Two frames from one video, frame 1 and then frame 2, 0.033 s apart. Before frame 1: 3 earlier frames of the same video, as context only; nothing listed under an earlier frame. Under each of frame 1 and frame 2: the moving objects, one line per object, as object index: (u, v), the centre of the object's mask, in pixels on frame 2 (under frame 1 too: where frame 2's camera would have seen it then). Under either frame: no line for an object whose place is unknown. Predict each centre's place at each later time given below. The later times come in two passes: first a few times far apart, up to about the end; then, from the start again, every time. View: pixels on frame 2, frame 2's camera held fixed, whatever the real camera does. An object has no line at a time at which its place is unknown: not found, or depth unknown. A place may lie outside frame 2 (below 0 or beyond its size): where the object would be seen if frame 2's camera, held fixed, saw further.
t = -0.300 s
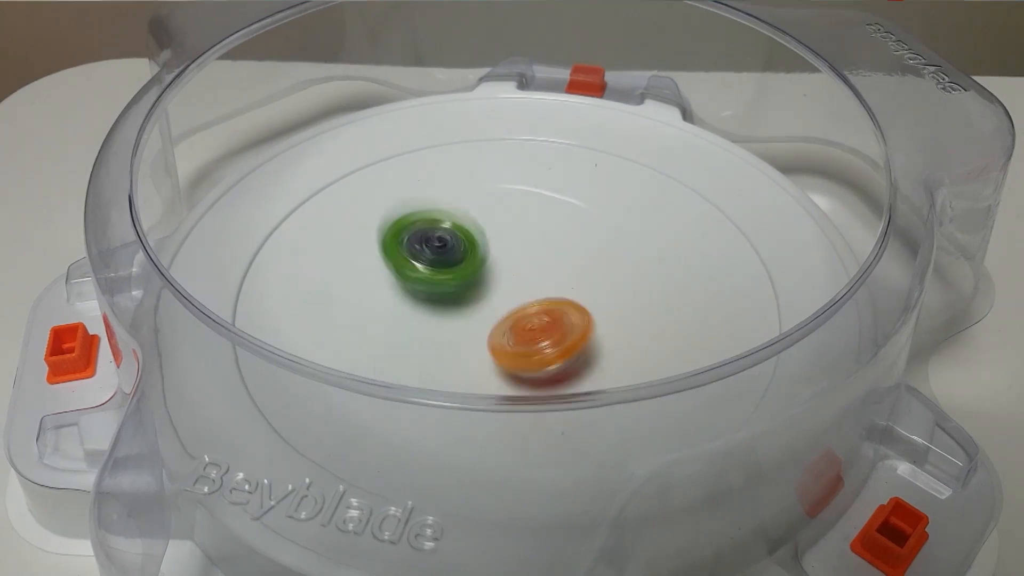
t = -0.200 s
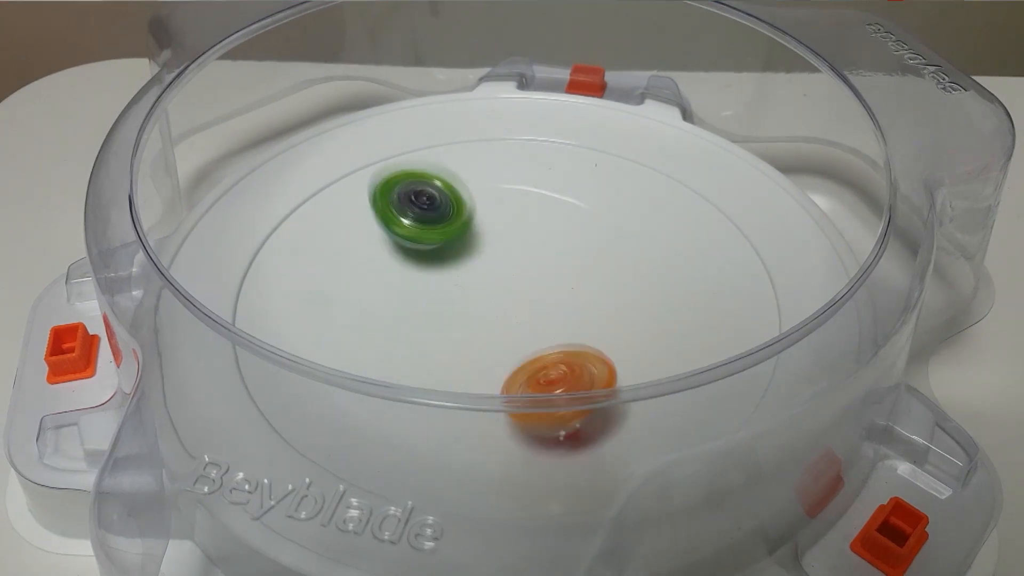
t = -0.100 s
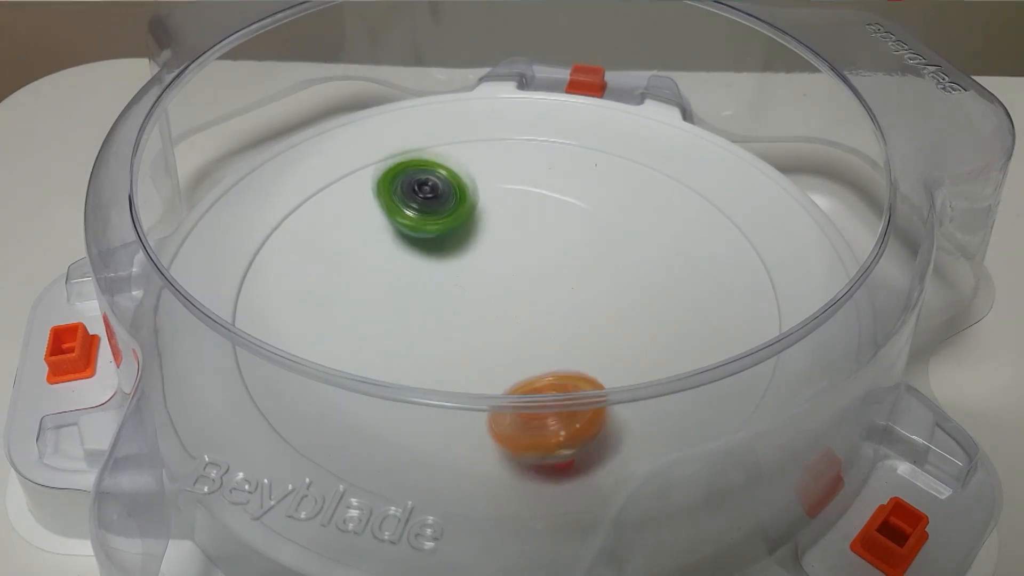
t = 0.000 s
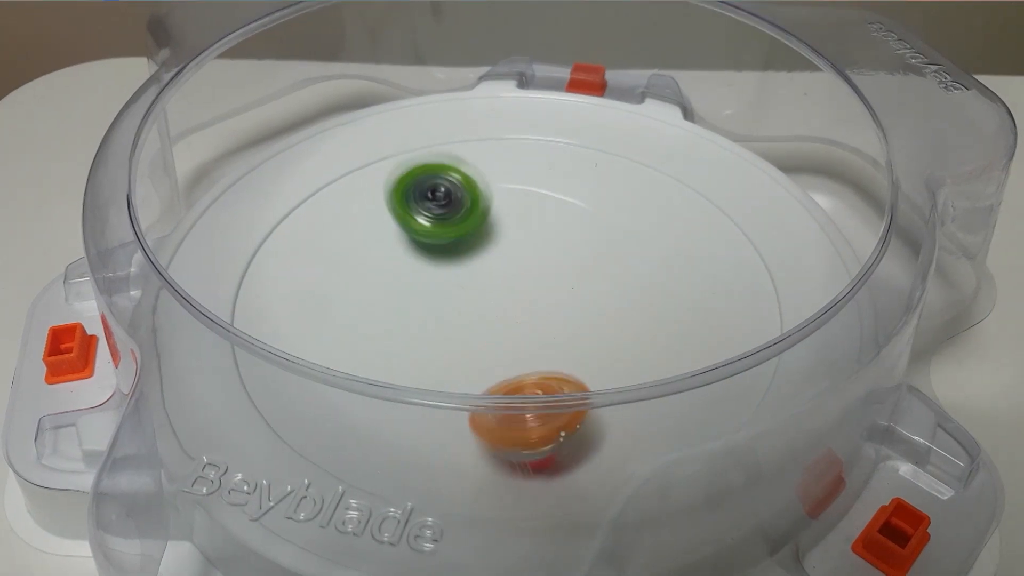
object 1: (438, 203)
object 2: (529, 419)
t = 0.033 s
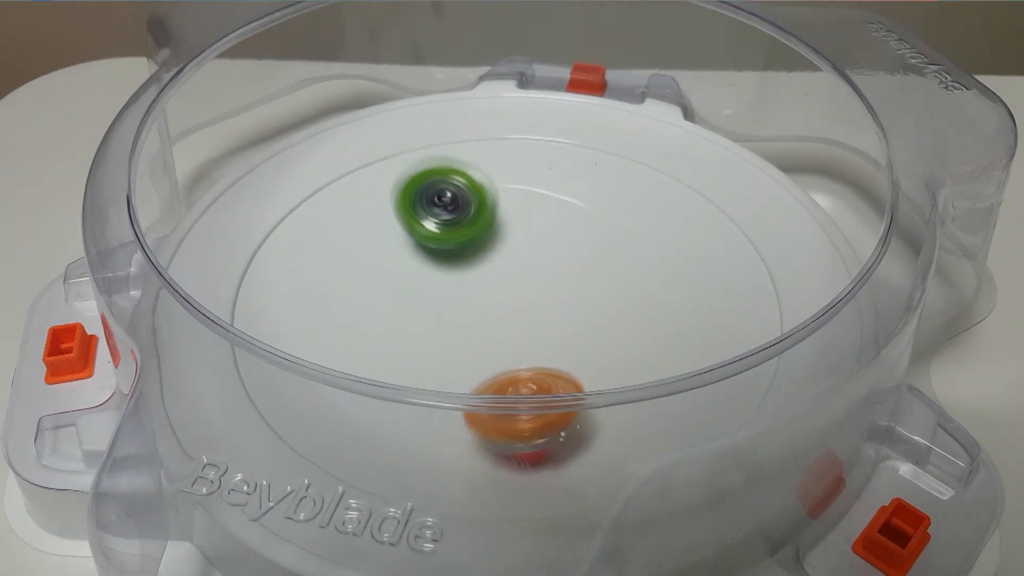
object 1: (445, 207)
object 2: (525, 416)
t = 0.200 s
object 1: (496, 239)
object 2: (484, 355)
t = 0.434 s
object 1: (570, 279)
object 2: (390, 262)
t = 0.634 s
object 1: (596, 318)
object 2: (346, 225)
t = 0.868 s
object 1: (564, 354)
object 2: (397, 248)
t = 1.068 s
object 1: (500, 360)
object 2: (518, 271)
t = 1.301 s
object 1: (437, 335)
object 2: (635, 236)
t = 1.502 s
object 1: (424, 286)
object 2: (642, 235)
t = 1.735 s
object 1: (453, 240)
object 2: (560, 273)
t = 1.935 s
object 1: (472, 203)
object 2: (499, 356)
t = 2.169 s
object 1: (518, 217)
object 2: (453, 367)
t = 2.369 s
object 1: (551, 258)
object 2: (454, 335)
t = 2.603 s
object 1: (585, 310)
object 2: (426, 253)
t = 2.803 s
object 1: (561, 351)
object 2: (458, 235)
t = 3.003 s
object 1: (498, 359)
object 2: (534, 249)
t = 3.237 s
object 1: (440, 325)
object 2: (600, 264)
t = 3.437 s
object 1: (446, 274)
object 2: (576, 300)
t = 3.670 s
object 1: (502, 238)
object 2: (493, 353)
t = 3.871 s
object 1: (556, 242)
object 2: (433, 358)
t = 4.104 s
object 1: (580, 279)
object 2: (435, 314)
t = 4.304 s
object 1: (539, 322)
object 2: (464, 249)
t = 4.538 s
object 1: (451, 340)
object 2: (520, 224)
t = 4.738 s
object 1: (415, 310)
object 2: (562, 246)
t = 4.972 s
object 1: (443, 267)
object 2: (563, 303)
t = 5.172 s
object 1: (507, 254)
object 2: (507, 357)
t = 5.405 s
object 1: (572, 270)
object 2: (444, 354)
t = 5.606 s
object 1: (569, 306)
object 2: (436, 303)
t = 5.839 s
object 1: (500, 335)
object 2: (473, 236)
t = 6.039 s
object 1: (440, 318)
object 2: (534, 232)
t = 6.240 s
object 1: (436, 279)
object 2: (576, 261)
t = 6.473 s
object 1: (490, 254)
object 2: (545, 326)
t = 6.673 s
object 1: (548, 265)
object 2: (467, 356)
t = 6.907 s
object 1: (557, 305)
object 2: (425, 321)
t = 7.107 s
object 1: (522, 339)
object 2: (445, 260)
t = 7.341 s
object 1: (468, 336)
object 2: (524, 234)
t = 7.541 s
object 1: (458, 297)
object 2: (581, 255)
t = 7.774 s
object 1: (475, 247)
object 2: (580, 319)
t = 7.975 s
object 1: (507, 245)
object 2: (494, 350)
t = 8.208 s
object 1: (531, 279)
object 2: (413, 305)
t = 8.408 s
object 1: (503, 323)
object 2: (428, 256)
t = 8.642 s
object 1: (455, 326)
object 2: (513, 251)
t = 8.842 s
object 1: (458, 297)
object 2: (567, 285)
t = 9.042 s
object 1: (481, 276)
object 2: (564, 338)
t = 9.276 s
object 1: (530, 277)
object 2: (477, 355)
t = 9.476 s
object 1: (543, 299)
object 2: (441, 312)
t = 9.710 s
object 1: (543, 321)
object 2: (473, 268)
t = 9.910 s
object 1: (498, 339)
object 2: (524, 260)
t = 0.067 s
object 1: (453, 213)
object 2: (518, 396)
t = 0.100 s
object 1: (462, 218)
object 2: (509, 389)
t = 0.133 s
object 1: (473, 225)
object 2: (501, 371)
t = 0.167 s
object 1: (485, 232)
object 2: (492, 363)
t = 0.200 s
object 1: (496, 239)
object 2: (484, 355)
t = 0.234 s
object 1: (507, 245)
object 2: (472, 344)
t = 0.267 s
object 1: (518, 252)
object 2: (460, 329)
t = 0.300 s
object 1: (531, 259)
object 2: (445, 314)
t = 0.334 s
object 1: (542, 263)
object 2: (432, 302)
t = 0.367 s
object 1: (551, 268)
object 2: (418, 289)
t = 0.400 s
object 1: (561, 273)
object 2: (404, 275)
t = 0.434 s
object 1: (570, 279)
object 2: (390, 262)
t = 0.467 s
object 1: (577, 284)
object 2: (378, 253)
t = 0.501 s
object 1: (583, 291)
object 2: (368, 244)
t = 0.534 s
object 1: (588, 298)
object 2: (360, 236)
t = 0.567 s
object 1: (592, 303)
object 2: (353, 230)
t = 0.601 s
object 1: (595, 310)
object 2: (348, 226)
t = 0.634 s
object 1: (596, 318)
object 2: (346, 225)
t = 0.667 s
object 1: (597, 325)
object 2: (346, 224)
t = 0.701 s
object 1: (596, 331)
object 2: (348, 225)
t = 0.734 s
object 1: (593, 337)
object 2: (354, 227)
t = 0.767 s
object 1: (588, 344)
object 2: (361, 230)
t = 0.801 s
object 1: (582, 348)
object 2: (372, 236)
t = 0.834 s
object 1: (574, 351)
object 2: (384, 242)
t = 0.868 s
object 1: (564, 354)
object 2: (397, 248)
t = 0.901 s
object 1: (554, 356)
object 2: (413, 255)
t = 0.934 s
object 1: (543, 358)
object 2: (430, 261)
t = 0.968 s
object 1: (531, 361)
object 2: (450, 266)
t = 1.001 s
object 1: (522, 361)
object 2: (471, 270)
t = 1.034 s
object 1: (512, 361)
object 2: (494, 271)
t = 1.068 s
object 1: (500, 360)
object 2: (518, 271)
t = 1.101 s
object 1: (489, 359)
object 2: (541, 267)
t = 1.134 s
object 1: (479, 356)
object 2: (563, 262)
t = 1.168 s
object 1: (468, 352)
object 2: (582, 257)
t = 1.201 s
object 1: (458, 350)
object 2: (600, 251)
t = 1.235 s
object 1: (450, 347)
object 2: (615, 245)
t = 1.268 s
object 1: (441, 341)
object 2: (627, 240)
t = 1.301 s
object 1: (437, 335)
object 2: (635, 236)
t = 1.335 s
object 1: (432, 327)
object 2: (642, 233)
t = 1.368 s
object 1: (428, 317)
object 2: (646, 232)
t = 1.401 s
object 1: (425, 311)
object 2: (648, 231)
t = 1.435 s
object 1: (424, 303)
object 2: (649, 231)
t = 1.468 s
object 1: (423, 294)
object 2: (647, 233)
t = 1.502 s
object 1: (424, 286)
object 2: (642, 235)
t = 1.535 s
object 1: (425, 278)
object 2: (636, 238)
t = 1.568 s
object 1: (428, 270)
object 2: (627, 241)
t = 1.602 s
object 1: (433, 264)
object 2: (616, 246)
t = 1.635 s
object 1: (436, 257)
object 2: (604, 252)
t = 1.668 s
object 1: (442, 251)
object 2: (590, 258)
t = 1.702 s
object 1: (447, 245)
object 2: (576, 265)
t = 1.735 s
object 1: (453, 240)
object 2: (560, 273)
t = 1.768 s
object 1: (459, 236)
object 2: (544, 282)
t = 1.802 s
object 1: (461, 228)
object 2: (534, 299)
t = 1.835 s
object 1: (463, 218)
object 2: (527, 318)
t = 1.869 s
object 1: (464, 210)
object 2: (519, 333)
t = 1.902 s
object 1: (469, 205)
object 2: (509, 346)
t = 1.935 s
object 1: (472, 203)
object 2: (499, 356)
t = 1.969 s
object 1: (477, 201)
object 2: (489, 362)
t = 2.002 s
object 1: (482, 202)
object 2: (482, 366)
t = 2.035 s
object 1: (490, 204)
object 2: (474, 368)
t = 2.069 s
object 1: (498, 205)
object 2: (468, 369)
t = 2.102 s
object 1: (505, 208)
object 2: (462, 369)
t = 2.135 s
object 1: (512, 211)
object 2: (457, 368)
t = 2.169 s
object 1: (518, 217)
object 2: (453, 367)
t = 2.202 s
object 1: (526, 224)
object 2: (451, 364)
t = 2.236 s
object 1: (533, 230)
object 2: (450, 361)
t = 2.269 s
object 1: (539, 235)
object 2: (451, 356)
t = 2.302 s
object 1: (544, 242)
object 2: (452, 351)
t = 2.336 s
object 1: (548, 250)
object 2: (454, 346)
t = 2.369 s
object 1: (551, 258)
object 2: (454, 335)
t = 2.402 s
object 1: (554, 265)
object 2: (455, 324)
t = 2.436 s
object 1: (555, 272)
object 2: (455, 312)
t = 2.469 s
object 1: (558, 281)
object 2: (452, 301)
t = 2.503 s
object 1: (569, 289)
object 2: (440, 286)
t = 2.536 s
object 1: (577, 296)
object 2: (431, 273)
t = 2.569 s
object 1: (582, 303)
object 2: (427, 262)
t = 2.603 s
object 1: (585, 310)
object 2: (426, 253)
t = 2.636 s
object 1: (584, 317)
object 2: (428, 246)
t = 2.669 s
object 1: (583, 325)
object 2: (430, 239)
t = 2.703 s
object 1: (581, 332)
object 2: (435, 236)
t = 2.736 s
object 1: (577, 339)
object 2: (442, 233)
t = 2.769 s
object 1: (569, 345)
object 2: (449, 233)
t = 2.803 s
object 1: (561, 351)
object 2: (458, 235)
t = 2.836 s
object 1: (554, 353)
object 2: (470, 237)
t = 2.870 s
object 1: (544, 356)
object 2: (480, 237)
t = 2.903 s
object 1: (531, 357)
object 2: (493, 240)
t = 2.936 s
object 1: (520, 358)
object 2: (506, 243)
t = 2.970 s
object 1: (510, 358)
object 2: (519, 246)
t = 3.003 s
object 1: (498, 359)
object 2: (534, 249)
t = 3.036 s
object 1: (485, 358)
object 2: (549, 250)
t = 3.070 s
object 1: (473, 355)
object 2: (561, 249)
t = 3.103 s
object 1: (465, 353)
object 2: (574, 253)
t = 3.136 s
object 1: (456, 348)
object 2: (583, 254)
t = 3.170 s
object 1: (449, 341)
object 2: (591, 258)
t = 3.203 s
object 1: (443, 332)
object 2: (599, 262)
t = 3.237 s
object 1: (440, 325)
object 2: (600, 264)
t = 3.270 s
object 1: (437, 317)
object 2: (601, 269)
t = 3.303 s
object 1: (435, 307)
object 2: (599, 274)
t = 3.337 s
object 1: (435, 298)
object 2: (596, 281)
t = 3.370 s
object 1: (438, 290)
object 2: (592, 286)
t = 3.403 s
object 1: (442, 283)
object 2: (585, 293)
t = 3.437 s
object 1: (446, 274)
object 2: (576, 300)
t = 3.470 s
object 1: (451, 267)
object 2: (566, 308)
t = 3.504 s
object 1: (459, 261)
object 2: (557, 314)
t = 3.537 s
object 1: (467, 254)
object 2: (546, 322)
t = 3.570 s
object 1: (474, 248)
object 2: (534, 330)
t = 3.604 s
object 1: (483, 245)
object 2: (520, 338)
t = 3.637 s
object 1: (493, 242)
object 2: (507, 347)
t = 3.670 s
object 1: (502, 238)
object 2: (493, 353)
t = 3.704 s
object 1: (511, 236)
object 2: (480, 357)
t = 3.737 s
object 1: (521, 237)
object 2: (467, 359)
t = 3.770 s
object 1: (530, 236)
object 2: (456, 360)
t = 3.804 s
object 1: (539, 238)
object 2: (447, 360)
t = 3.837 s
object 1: (547, 241)
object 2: (438, 359)
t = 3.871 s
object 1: (556, 242)
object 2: (433, 358)
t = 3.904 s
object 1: (563, 245)
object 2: (429, 354)
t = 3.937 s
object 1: (569, 250)
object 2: (429, 352)
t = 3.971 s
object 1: (575, 254)
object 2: (427, 347)
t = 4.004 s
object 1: (579, 258)
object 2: (429, 341)
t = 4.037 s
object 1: (580, 265)
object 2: (430, 332)
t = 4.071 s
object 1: (581, 272)
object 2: (433, 325)
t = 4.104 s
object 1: (580, 279)
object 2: (435, 314)
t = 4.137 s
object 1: (577, 287)
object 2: (438, 303)
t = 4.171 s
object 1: (572, 296)
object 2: (442, 292)
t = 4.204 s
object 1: (566, 303)
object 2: (447, 281)
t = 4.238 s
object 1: (558, 309)
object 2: (451, 269)
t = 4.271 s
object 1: (549, 317)
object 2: (457, 257)
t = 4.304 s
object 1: (539, 322)
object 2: (464, 249)
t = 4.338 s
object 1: (527, 328)
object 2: (470, 239)
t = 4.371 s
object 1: (514, 333)
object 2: (478, 233)
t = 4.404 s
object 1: (500, 337)
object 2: (484, 228)
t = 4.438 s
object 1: (487, 340)
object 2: (494, 225)
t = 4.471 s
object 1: (472, 342)
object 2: (502, 223)
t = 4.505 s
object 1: (461, 340)
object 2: (510, 221)
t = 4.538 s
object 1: (451, 340)
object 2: (520, 224)
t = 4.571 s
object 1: (441, 337)
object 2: (527, 224)
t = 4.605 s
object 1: (433, 333)
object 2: (535, 226)
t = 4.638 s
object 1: (426, 329)
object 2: (543, 231)
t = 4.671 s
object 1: (420, 323)
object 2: (550, 233)
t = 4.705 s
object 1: (416, 316)
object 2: (558, 238)
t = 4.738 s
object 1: (415, 310)
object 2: (562, 246)
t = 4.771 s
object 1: (414, 303)
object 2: (567, 250)
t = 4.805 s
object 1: (414, 295)
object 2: (571, 258)
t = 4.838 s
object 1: (418, 288)
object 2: (571, 266)
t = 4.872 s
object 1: (421, 282)
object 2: (572, 274)
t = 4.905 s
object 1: (427, 276)
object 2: (571, 283)
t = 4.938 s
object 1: (435, 272)
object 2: (567, 293)
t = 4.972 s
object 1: (443, 267)
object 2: (563, 303)
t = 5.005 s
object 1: (451, 262)
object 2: (558, 312)
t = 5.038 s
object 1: (462, 260)
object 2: (549, 323)
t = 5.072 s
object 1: (472, 257)
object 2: (541, 333)
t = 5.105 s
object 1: (482, 256)
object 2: (531, 341)
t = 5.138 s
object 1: (494, 256)
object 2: (520, 350)
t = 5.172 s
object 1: (507, 254)
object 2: (507, 357)
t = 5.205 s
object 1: (518, 255)
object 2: (495, 360)
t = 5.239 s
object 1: (531, 258)
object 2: (486, 363)
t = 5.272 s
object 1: (542, 258)
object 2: (473, 363)
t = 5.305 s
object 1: (551, 260)
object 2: (463, 362)
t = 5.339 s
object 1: (561, 263)
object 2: (457, 360)
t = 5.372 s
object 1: (567, 265)
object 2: (450, 358)
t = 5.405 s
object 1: (572, 270)
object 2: (444, 354)
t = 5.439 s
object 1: (577, 274)
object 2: (441, 350)
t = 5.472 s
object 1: (579, 280)
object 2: (439, 344)
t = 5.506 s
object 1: (579, 287)
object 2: (436, 335)
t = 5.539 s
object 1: (578, 293)
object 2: (435, 325)
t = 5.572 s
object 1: (574, 300)
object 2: (435, 314)
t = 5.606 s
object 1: (569, 306)
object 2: (436, 303)
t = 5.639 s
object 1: (563, 313)
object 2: (438, 292)
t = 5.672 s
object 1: (555, 319)
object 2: (440, 278)
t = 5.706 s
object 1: (547, 323)
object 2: (446, 269)
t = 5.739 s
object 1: (537, 328)
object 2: (452, 259)
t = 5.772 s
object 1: (525, 331)
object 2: (457, 251)
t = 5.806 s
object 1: (514, 333)
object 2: (465, 242)
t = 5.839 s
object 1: (500, 335)
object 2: (473, 236)
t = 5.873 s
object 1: (487, 335)
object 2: (484, 233)
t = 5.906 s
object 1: (475, 334)
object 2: (493, 231)
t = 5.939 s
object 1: (464, 331)
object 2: (503, 230)
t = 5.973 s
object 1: (454, 327)
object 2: (512, 228)
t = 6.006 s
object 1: (446, 323)
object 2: (522, 230)
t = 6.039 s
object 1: (440, 318)
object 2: (534, 232)
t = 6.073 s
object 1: (436, 312)
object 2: (543, 236)
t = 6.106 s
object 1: (432, 305)
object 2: (552, 240)
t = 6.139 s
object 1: (430, 297)
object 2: (559, 243)
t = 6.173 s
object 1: (431, 291)
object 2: (566, 249)
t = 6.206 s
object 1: (432, 285)
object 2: (573, 254)
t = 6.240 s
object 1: (436, 279)
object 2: (576, 261)
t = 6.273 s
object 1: (441, 273)
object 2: (579, 269)
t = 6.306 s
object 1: (446, 267)
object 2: (578, 278)
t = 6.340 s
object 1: (453, 263)
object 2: (574, 288)
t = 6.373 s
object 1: (462, 260)
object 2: (571, 297)
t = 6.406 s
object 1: (470, 258)
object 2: (564, 306)
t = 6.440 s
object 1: (480, 256)
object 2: (556, 317)
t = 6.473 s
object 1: (490, 254)
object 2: (545, 326)
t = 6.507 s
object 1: (499, 252)
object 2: (536, 334)
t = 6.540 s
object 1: (509, 254)
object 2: (523, 342)
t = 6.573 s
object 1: (519, 257)
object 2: (510, 349)
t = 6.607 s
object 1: (531, 259)
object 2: (495, 353)
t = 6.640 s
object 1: (540, 261)
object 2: (481, 355)
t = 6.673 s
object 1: (548, 265)
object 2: (467, 356)
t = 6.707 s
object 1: (554, 269)
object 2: (455, 355)
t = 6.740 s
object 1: (557, 275)
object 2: (445, 353)
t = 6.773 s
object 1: (562, 279)
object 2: (437, 349)
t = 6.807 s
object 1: (563, 285)
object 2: (432, 345)
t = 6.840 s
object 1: (563, 291)
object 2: (428, 337)
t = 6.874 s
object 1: (562, 298)
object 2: (426, 330)
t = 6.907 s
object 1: (557, 305)
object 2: (425, 321)
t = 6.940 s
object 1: (554, 310)
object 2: (425, 312)
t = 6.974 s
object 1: (548, 316)
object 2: (427, 303)
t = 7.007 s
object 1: (539, 321)
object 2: (431, 293)
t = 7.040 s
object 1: (535, 328)
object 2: (435, 284)
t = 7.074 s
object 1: (530, 334)
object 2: (437, 269)
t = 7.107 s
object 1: (522, 339)
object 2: (445, 260)
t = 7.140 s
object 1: (515, 342)
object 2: (454, 252)
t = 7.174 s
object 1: (507, 344)
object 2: (464, 246)
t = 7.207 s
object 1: (499, 345)
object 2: (473, 241)
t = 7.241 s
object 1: (489, 344)
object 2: (485, 238)
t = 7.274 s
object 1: (482, 343)
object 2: (498, 235)
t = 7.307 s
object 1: (474, 340)
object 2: (512, 234)
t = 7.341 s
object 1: (468, 336)
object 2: (524, 234)
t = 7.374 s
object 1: (462, 331)
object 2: (537, 235)
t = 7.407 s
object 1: (459, 325)
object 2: (548, 238)
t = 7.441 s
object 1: (457, 318)
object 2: (559, 240)
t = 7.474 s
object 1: (455, 311)
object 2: (567, 244)
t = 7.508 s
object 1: (457, 305)
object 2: (576, 249)
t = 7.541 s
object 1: (458, 297)
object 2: (581, 255)
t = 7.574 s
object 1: (464, 291)
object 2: (584, 261)
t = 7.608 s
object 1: (467, 283)
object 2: (583, 269)
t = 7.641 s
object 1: (475, 277)
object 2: (582, 277)
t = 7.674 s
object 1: (474, 266)
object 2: (587, 289)
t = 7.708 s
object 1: (470, 258)
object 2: (589, 300)
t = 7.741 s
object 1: (471, 252)
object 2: (588, 309)
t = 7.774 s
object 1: (475, 247)
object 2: (580, 319)
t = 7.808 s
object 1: (478, 245)
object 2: (572, 326)
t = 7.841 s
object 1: (483, 244)
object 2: (558, 333)
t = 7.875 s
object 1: (488, 241)
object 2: (544, 340)
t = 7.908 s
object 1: (495, 242)
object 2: (527, 346)
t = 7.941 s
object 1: (500, 242)
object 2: (511, 348)
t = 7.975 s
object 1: (507, 245)
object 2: (494, 350)
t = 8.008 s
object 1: (513, 248)
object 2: (479, 348)
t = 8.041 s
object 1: (518, 252)
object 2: (464, 345)
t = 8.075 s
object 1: (523, 255)
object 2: (451, 339)
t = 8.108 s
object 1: (525, 262)
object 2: (439, 333)
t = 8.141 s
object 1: (529, 265)
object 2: (429, 325)
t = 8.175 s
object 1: (528, 274)
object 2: (421, 315)
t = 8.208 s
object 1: (531, 279)
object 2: (413, 305)
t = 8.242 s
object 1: (527, 288)
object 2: (409, 294)
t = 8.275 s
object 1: (527, 295)
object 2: (407, 285)
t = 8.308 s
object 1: (521, 304)
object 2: (409, 275)
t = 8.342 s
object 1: (517, 311)
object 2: (413, 268)
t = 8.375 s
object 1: (509, 318)
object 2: (419, 262)
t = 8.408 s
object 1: (503, 323)
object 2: (428, 256)
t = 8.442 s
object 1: (493, 327)
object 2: (436, 252)
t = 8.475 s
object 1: (487, 330)
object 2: (446, 247)
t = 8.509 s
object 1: (478, 332)
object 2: (458, 246)
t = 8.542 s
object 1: (472, 332)
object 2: (469, 245)
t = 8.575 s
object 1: (466, 331)
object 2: (483, 246)
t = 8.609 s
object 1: (460, 329)
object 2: (499, 248)
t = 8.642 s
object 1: (455, 326)
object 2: (513, 251)
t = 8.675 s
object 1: (453, 322)
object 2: (526, 255)
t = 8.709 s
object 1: (450, 317)
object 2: (536, 258)
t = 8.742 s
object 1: (450, 312)
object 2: (544, 262)
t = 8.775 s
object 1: (451, 307)
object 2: (552, 269)
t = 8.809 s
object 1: (454, 303)
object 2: (560, 277)
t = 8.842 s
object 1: (458, 297)
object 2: (567, 285)
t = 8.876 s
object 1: (459, 292)
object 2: (575, 293)
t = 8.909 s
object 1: (457, 285)
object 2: (578, 303)
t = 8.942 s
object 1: (464, 284)
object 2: (578, 313)
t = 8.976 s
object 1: (468, 279)
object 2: (575, 323)
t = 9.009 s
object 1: (477, 279)
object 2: (573, 330)
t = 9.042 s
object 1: (481, 276)
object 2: (564, 338)
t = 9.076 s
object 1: (490, 276)
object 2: (554, 347)
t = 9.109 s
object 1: (496, 275)
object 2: (543, 350)
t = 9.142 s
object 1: (504, 272)
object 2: (531, 355)
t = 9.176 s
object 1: (512, 274)
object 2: (518, 357)
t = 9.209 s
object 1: (517, 275)
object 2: (502, 357)
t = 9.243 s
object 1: (524, 276)
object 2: (488, 359)
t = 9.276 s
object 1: (530, 277)
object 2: (477, 355)
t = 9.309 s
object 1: (533, 281)
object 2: (466, 351)
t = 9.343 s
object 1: (537, 283)
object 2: (455, 346)
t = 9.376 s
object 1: (539, 286)
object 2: (447, 336)
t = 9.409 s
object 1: (541, 288)
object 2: (442, 330)
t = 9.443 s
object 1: (544, 293)
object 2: (441, 321)
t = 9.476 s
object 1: (543, 299)
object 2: (441, 312)
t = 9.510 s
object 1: (549, 303)
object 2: (434, 302)
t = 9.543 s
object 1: (553, 308)
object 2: (432, 293)
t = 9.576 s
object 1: (552, 311)
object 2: (435, 285)
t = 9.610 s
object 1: (551, 315)
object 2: (442, 276)
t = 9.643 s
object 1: (548, 317)
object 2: (451, 276)
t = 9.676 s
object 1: (547, 319)
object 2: (461, 273)
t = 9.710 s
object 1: (543, 321)
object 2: (473, 268)
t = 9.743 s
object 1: (539, 325)
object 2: (483, 268)
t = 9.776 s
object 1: (532, 330)
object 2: (491, 262)
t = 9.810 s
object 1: (524, 334)
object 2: (503, 260)
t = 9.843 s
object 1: (518, 336)
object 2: (510, 260)
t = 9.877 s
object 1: (507, 337)
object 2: (517, 258)
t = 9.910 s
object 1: (498, 339)
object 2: (524, 260)
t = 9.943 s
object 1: (486, 339)
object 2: (528, 262)
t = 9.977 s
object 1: (476, 337)
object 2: (532, 267)
